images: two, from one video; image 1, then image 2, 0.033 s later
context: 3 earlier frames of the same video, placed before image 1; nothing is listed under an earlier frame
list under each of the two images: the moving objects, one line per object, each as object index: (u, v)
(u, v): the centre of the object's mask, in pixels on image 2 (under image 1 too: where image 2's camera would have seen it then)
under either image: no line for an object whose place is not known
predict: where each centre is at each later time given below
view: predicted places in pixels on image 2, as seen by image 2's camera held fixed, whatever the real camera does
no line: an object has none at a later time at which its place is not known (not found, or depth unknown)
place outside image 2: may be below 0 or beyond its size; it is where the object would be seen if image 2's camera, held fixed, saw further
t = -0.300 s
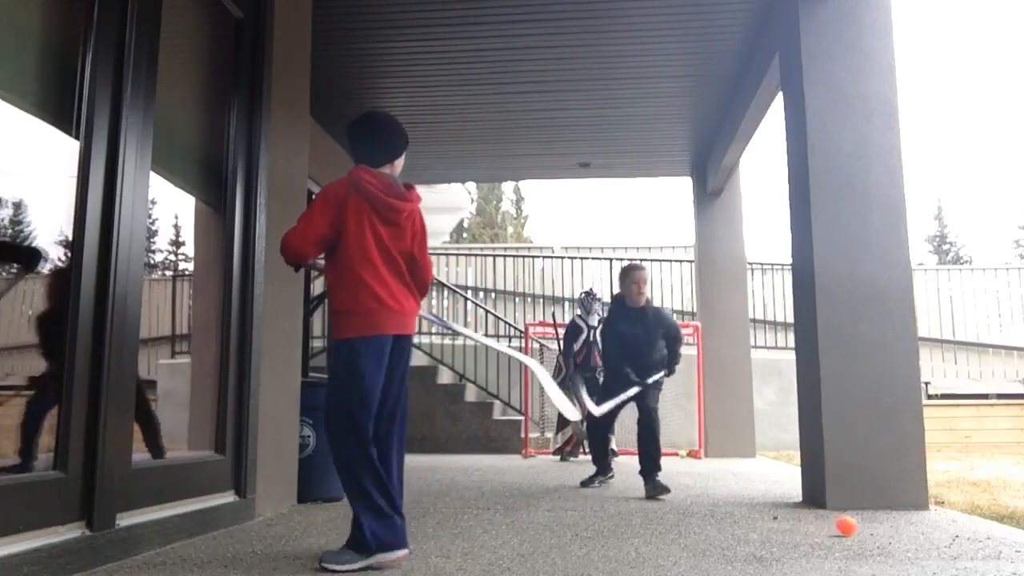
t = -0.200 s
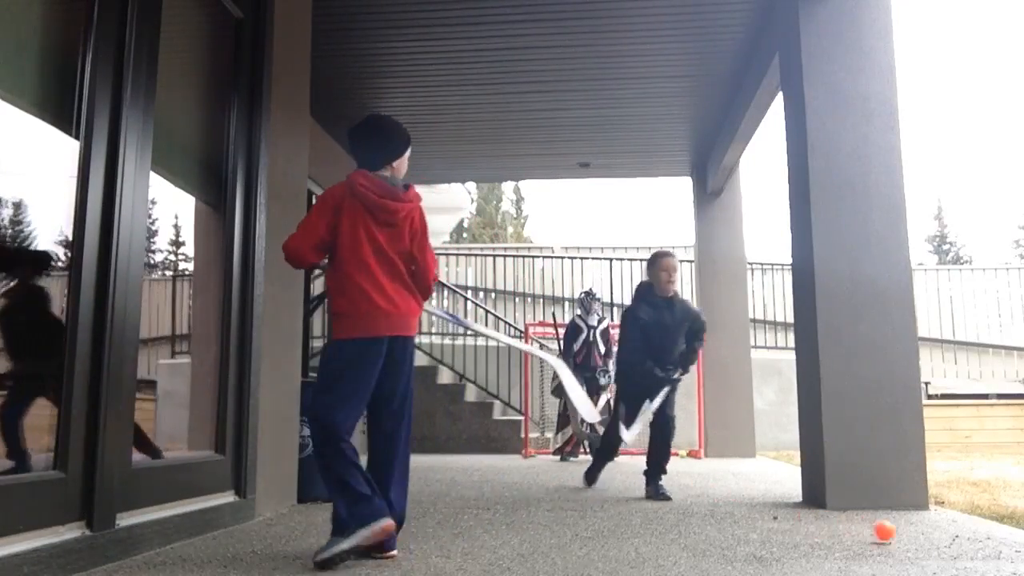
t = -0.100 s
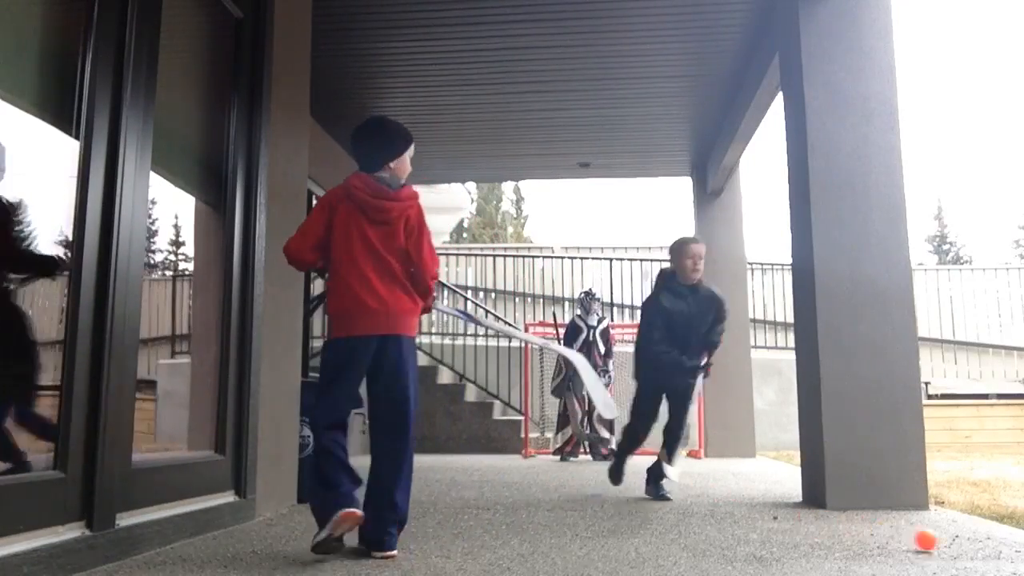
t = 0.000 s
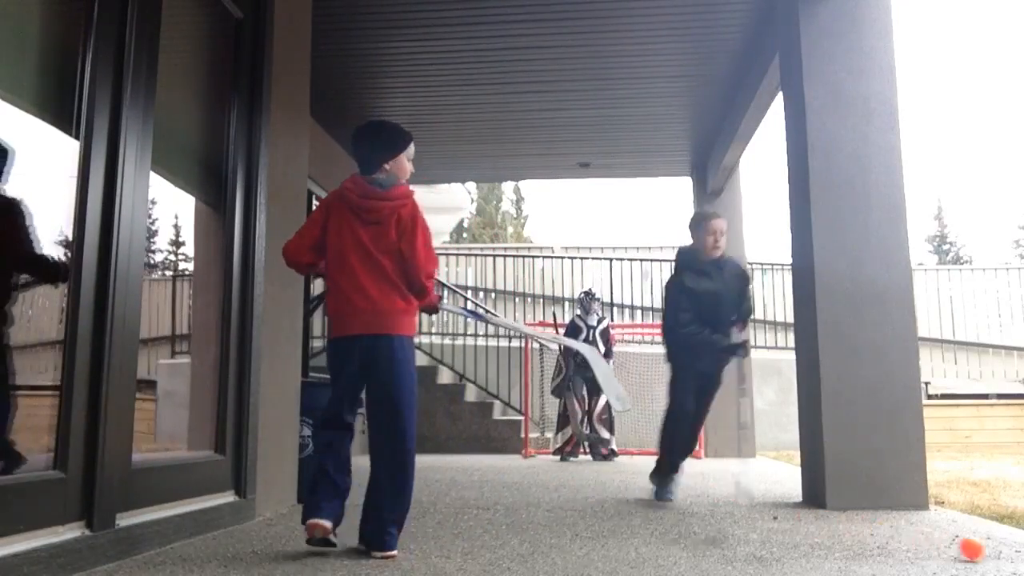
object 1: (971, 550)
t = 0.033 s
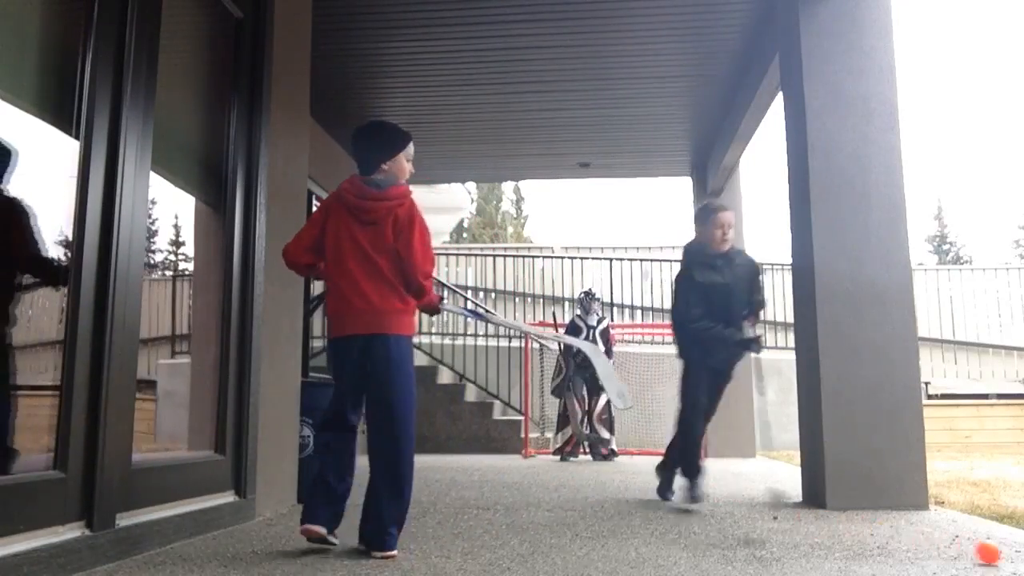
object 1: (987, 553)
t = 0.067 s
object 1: (1005, 556)
